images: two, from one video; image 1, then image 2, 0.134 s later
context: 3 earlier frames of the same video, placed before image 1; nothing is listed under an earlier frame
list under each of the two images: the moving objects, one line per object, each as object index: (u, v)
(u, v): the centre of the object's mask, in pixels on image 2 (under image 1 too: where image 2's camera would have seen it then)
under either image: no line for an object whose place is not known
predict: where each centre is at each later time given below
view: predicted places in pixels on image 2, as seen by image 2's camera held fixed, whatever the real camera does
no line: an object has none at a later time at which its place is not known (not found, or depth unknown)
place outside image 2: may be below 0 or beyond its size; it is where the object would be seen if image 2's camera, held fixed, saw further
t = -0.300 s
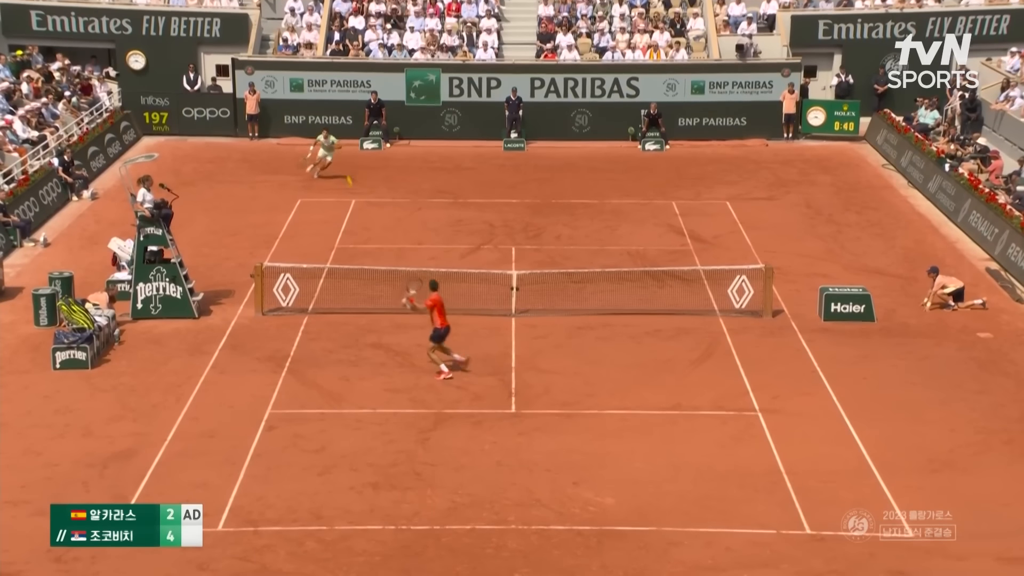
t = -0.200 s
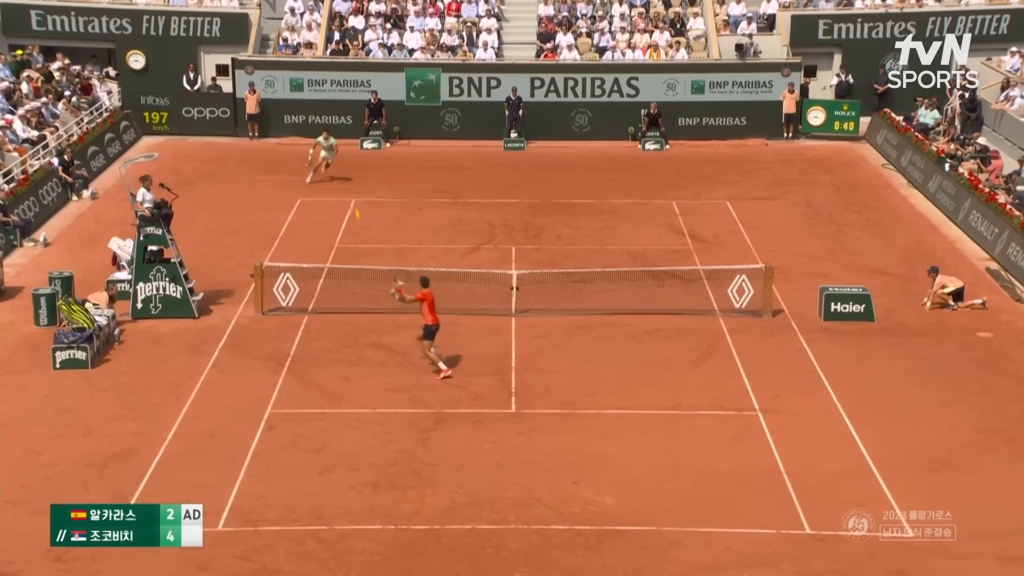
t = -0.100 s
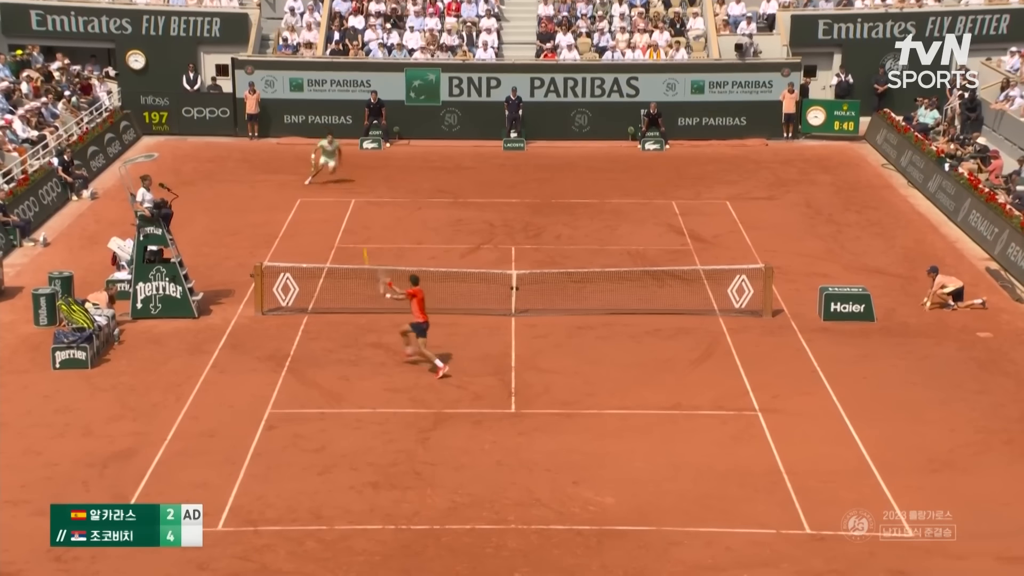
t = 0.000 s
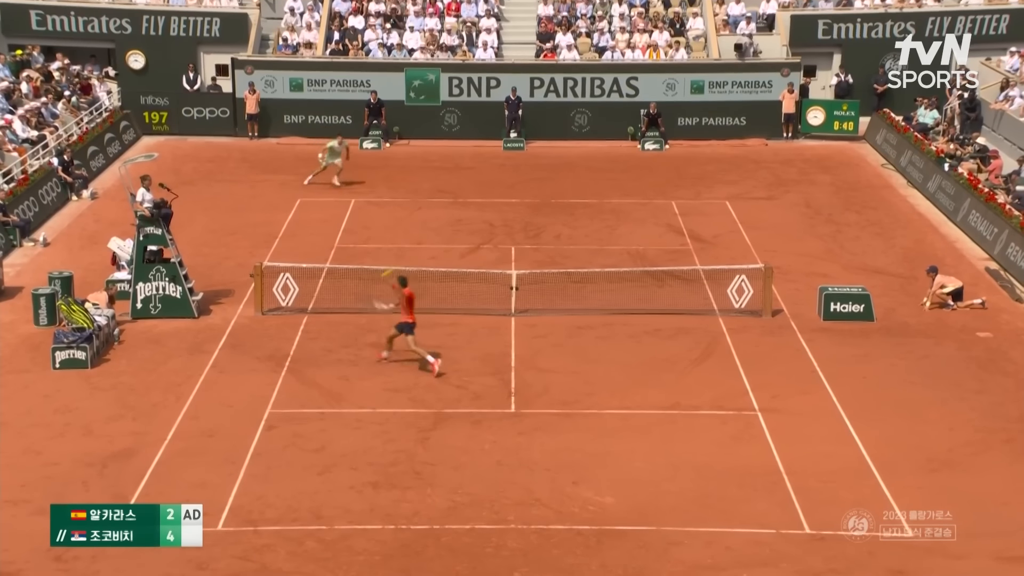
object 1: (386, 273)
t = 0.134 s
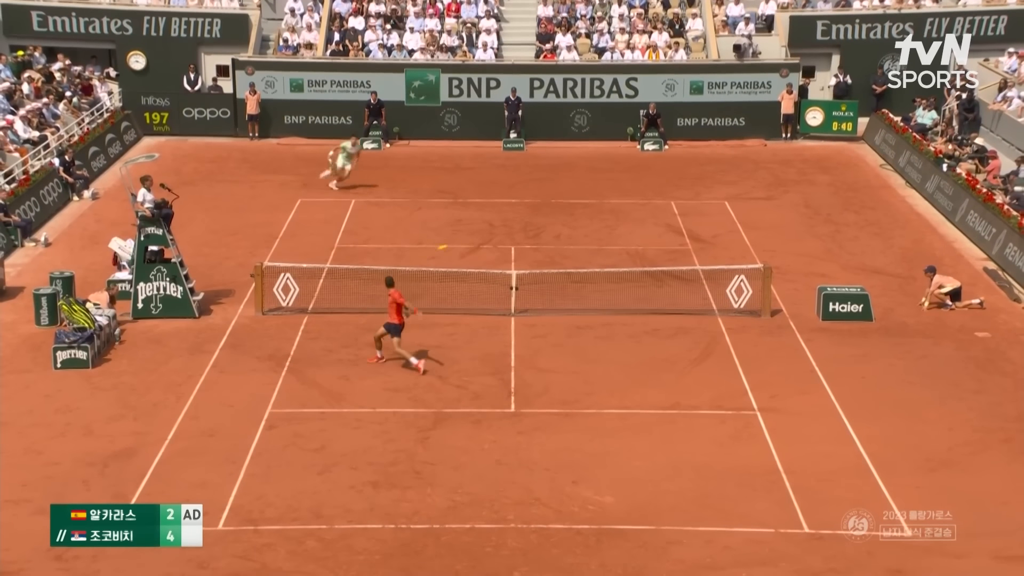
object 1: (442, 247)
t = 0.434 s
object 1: (546, 231)
